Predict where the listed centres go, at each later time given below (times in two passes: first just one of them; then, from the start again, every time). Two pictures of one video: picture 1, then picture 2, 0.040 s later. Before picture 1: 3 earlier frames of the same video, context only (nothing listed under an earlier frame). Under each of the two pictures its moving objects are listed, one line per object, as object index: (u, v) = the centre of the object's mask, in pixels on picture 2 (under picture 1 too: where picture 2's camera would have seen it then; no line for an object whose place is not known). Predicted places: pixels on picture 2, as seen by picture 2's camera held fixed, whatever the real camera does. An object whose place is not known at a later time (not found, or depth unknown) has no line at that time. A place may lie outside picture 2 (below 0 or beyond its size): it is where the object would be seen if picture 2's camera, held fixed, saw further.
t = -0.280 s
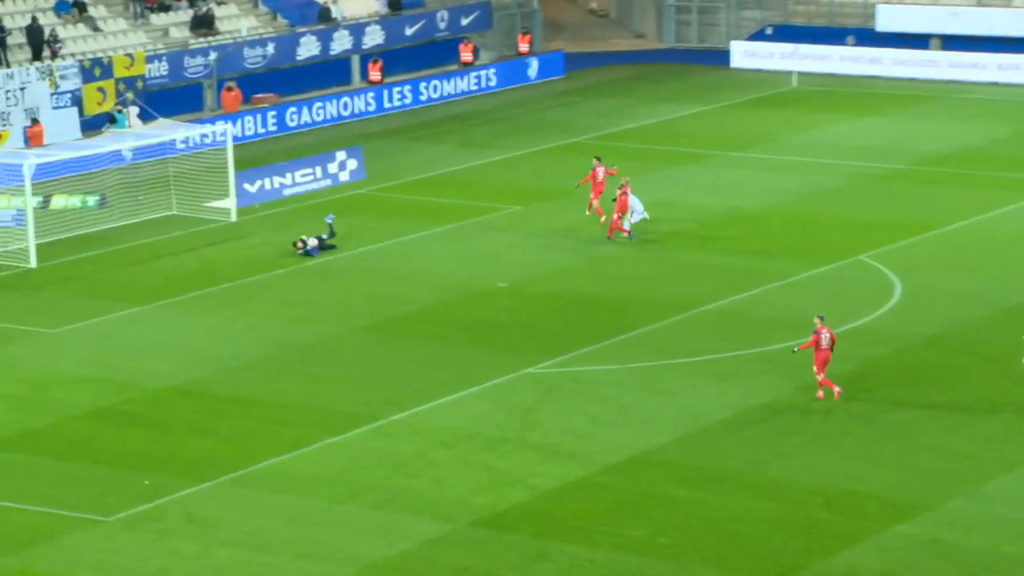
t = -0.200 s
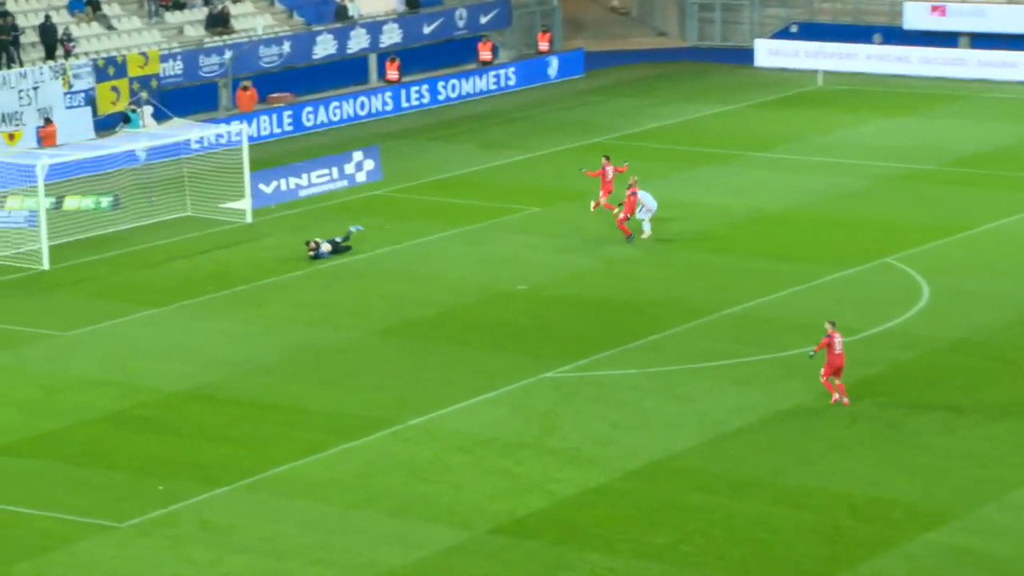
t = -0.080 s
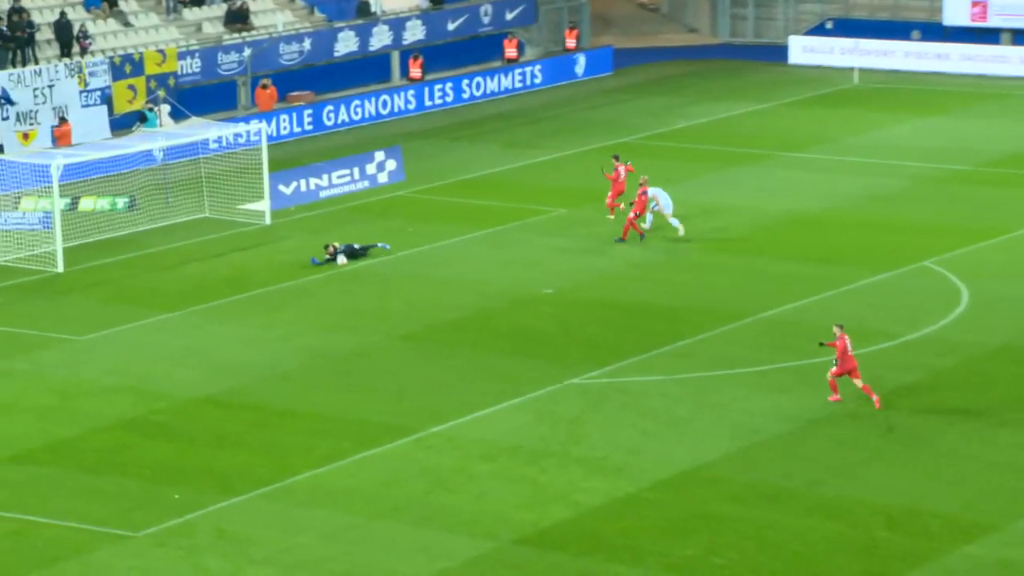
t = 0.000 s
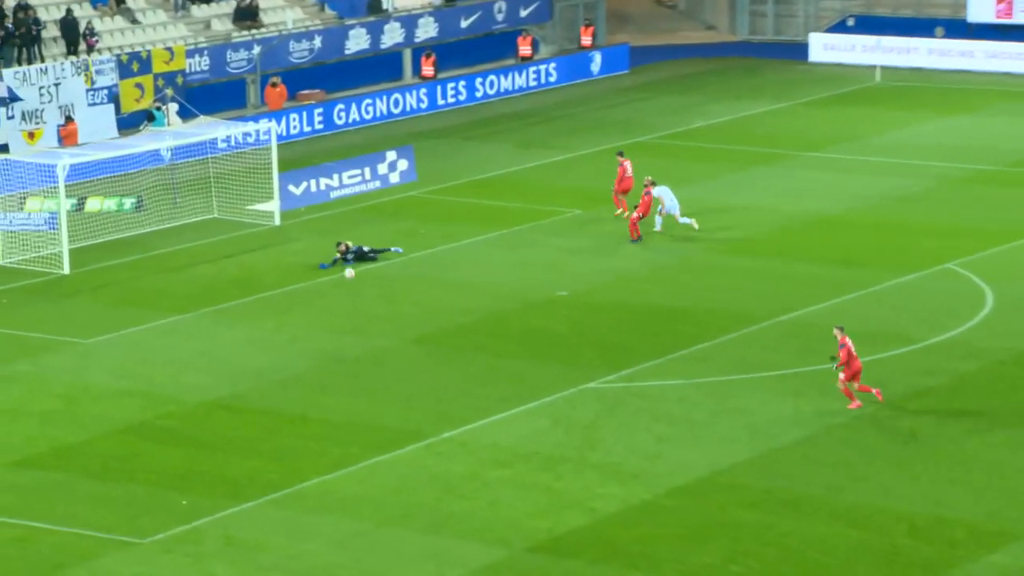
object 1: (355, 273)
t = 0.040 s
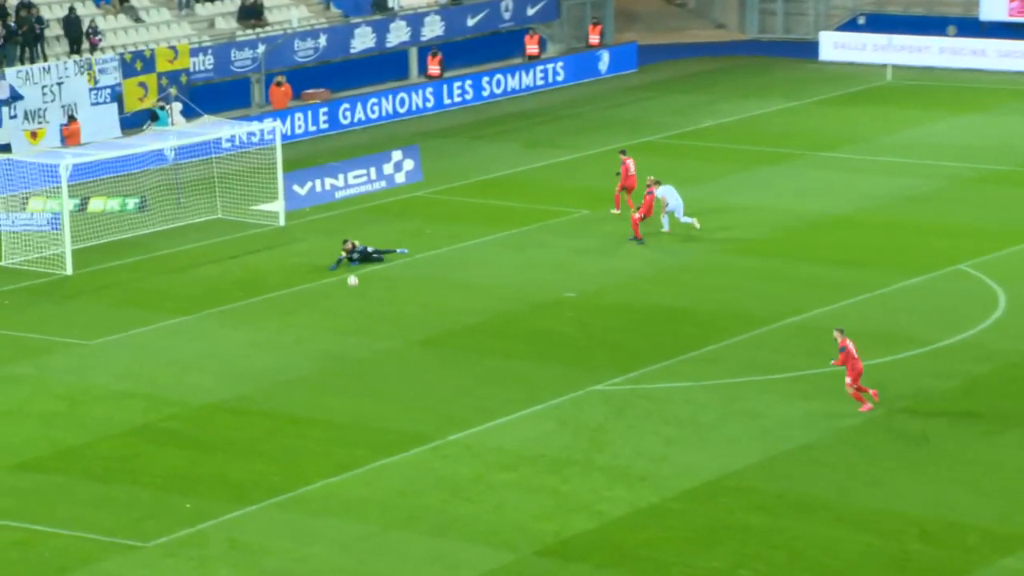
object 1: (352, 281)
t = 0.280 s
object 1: (339, 303)
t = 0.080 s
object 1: (351, 288)
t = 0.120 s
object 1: (349, 297)
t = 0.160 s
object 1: (347, 305)
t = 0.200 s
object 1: (345, 305)
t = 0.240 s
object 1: (342, 304)
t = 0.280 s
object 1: (339, 303)
